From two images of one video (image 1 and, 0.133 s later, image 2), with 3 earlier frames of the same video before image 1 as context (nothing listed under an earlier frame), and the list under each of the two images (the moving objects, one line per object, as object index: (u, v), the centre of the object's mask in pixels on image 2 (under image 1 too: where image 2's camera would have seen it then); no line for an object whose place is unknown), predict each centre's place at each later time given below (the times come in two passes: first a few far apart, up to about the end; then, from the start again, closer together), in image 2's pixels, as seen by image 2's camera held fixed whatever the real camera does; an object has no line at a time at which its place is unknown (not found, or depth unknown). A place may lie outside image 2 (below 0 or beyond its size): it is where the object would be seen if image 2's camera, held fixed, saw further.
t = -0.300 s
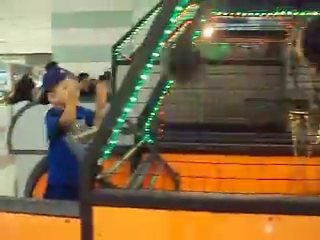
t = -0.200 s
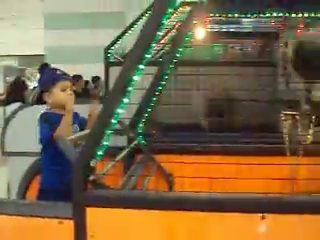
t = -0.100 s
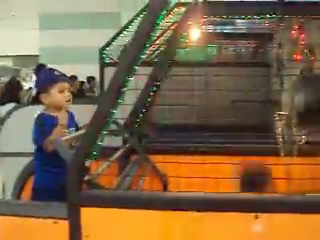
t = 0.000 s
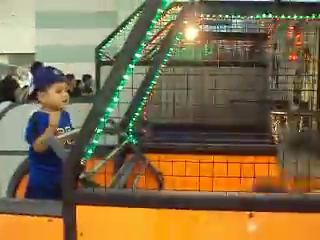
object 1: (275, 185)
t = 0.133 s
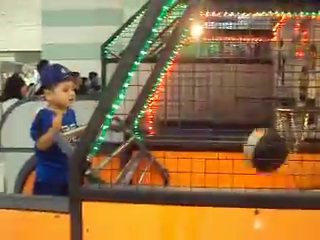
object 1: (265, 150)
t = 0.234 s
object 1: (258, 143)
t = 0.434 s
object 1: (240, 159)
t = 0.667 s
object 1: (216, 174)
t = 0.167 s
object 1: (263, 146)
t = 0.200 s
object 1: (260, 144)
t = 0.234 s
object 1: (258, 143)
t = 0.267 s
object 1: (256, 140)
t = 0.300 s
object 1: (253, 141)
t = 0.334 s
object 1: (249, 143)
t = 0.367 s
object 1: (246, 147)
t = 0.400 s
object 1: (243, 151)
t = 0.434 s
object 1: (240, 159)
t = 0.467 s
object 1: (235, 171)
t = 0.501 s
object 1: (231, 177)
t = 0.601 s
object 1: (223, 181)
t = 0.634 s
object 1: (220, 178)
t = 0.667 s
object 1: (216, 174)
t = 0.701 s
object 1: (212, 172)
